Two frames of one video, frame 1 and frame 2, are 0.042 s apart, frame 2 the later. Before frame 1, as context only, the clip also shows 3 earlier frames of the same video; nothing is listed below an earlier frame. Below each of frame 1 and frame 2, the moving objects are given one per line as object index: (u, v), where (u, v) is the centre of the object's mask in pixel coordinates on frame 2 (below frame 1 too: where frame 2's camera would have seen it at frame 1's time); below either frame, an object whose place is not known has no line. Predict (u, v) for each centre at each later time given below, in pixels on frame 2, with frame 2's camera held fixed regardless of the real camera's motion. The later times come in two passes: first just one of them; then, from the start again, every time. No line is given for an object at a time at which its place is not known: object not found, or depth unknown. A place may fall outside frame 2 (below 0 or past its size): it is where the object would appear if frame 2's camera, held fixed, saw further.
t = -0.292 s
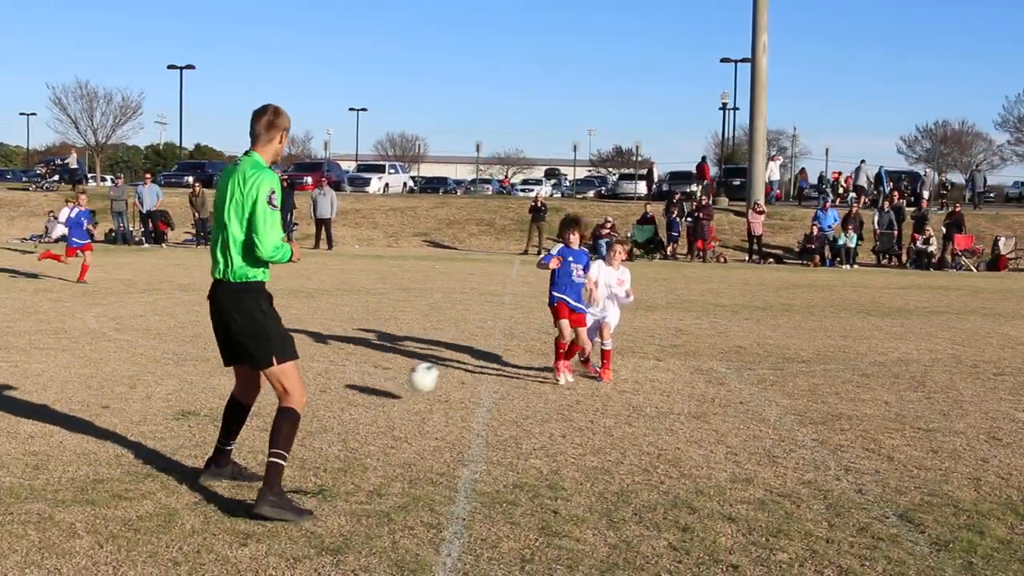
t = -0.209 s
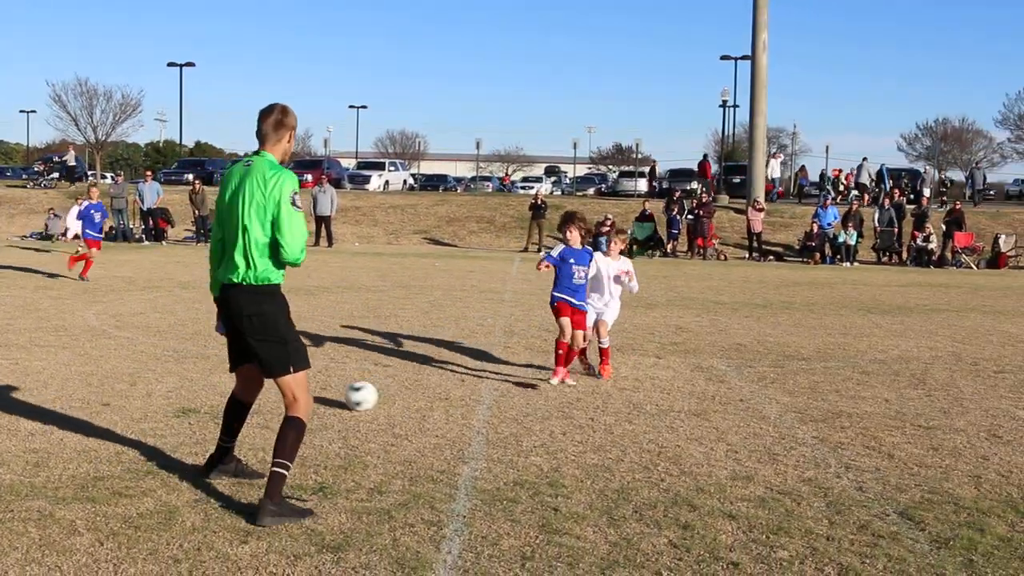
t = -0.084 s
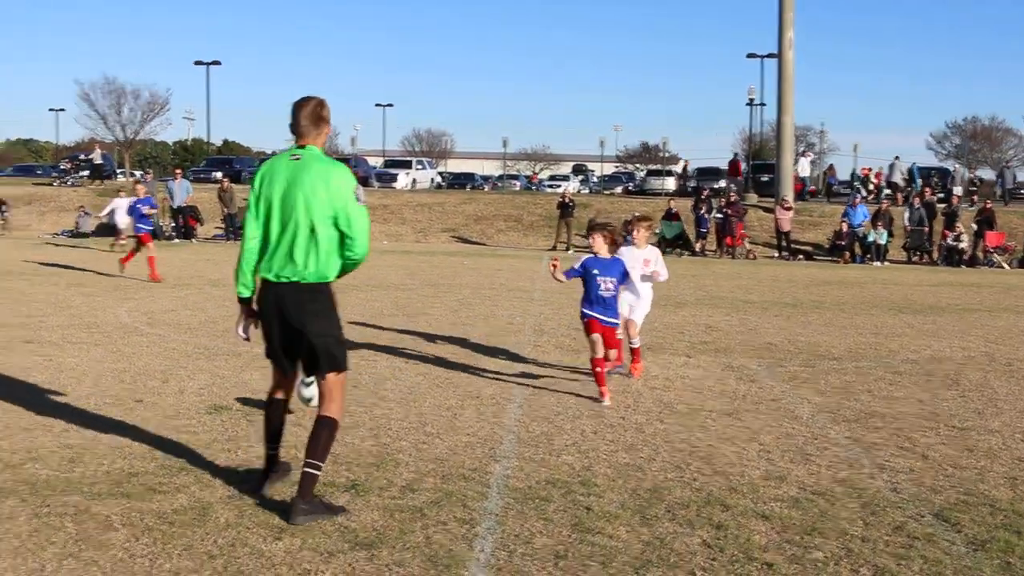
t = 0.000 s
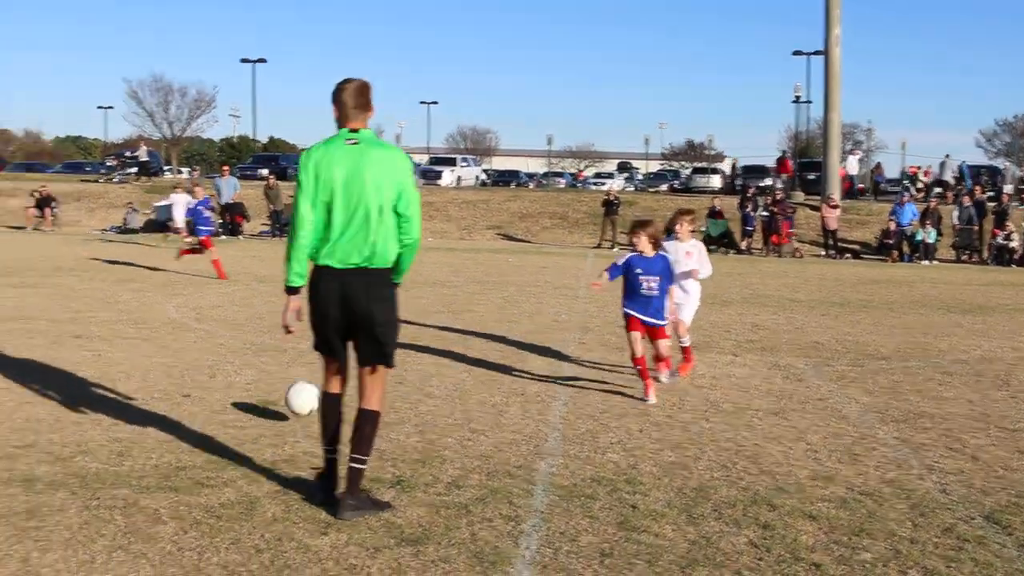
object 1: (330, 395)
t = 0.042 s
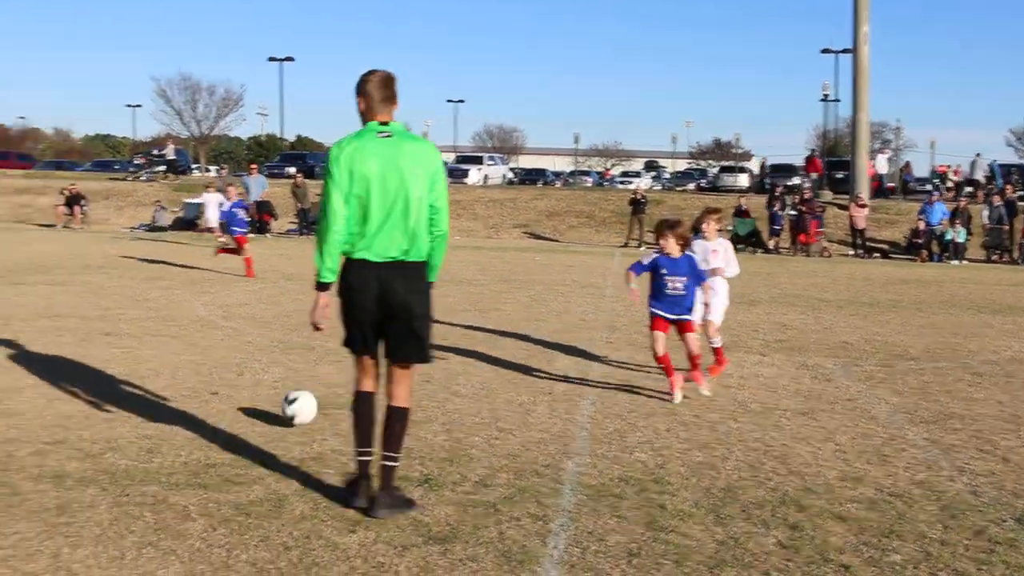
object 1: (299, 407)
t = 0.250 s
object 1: (173, 421)
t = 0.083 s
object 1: (270, 419)
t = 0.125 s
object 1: (247, 415)
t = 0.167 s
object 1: (223, 414)
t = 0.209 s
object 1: (198, 416)
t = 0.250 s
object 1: (173, 421)
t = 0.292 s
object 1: (146, 428)
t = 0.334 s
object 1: (120, 440)
